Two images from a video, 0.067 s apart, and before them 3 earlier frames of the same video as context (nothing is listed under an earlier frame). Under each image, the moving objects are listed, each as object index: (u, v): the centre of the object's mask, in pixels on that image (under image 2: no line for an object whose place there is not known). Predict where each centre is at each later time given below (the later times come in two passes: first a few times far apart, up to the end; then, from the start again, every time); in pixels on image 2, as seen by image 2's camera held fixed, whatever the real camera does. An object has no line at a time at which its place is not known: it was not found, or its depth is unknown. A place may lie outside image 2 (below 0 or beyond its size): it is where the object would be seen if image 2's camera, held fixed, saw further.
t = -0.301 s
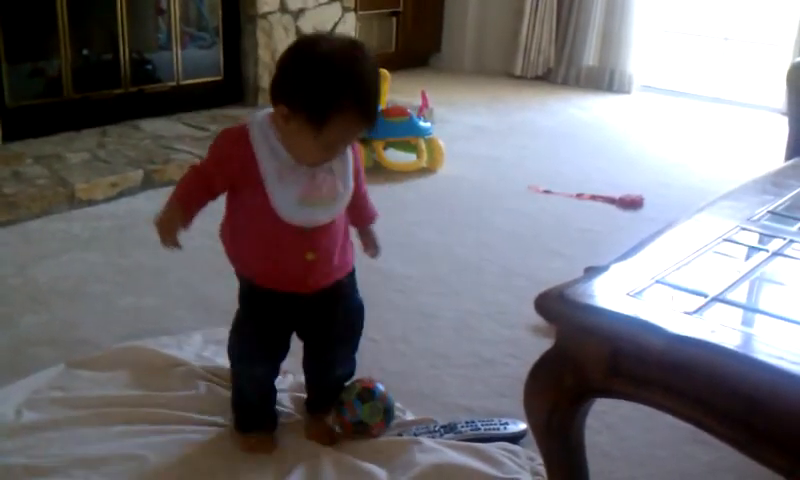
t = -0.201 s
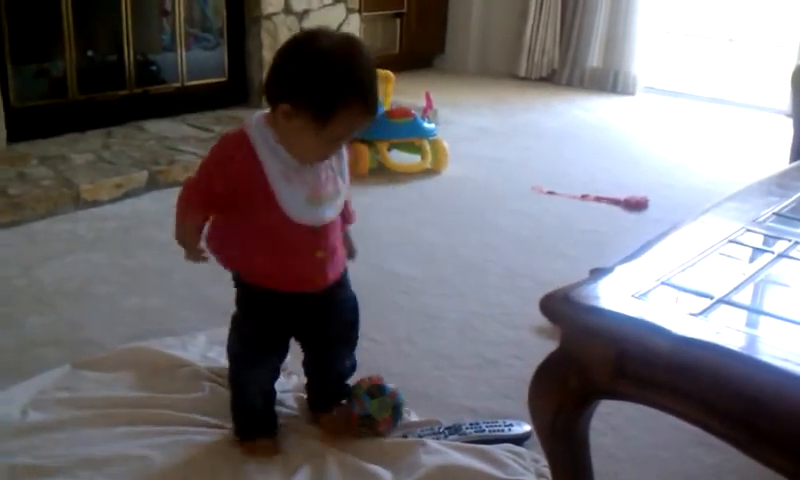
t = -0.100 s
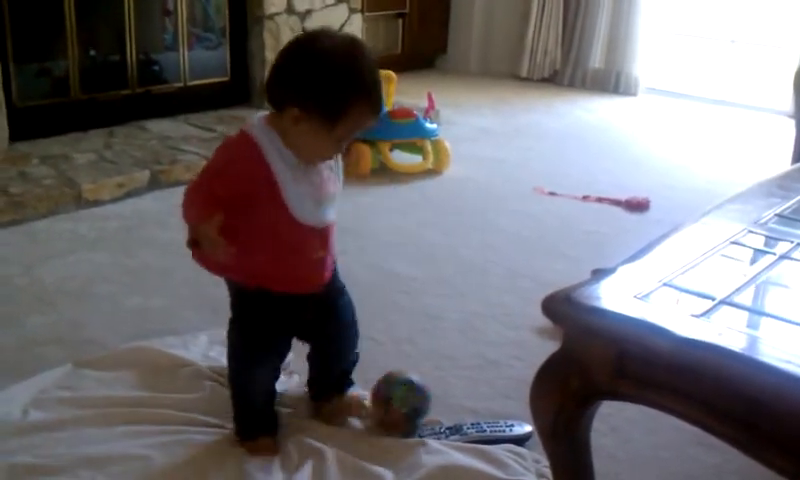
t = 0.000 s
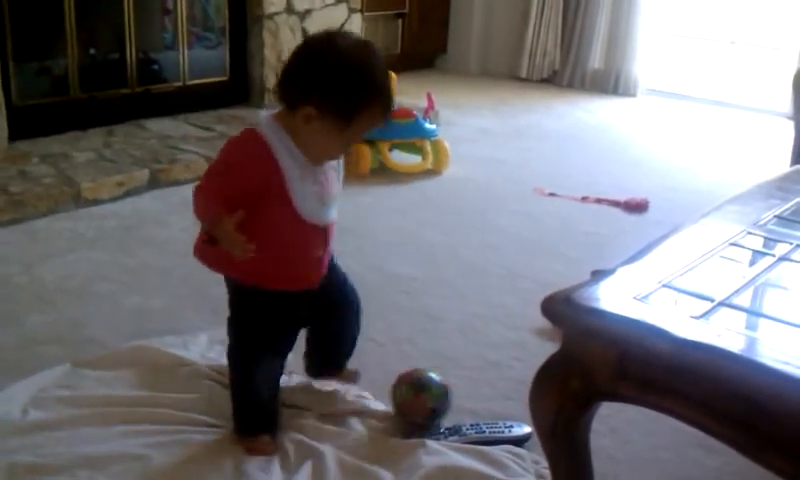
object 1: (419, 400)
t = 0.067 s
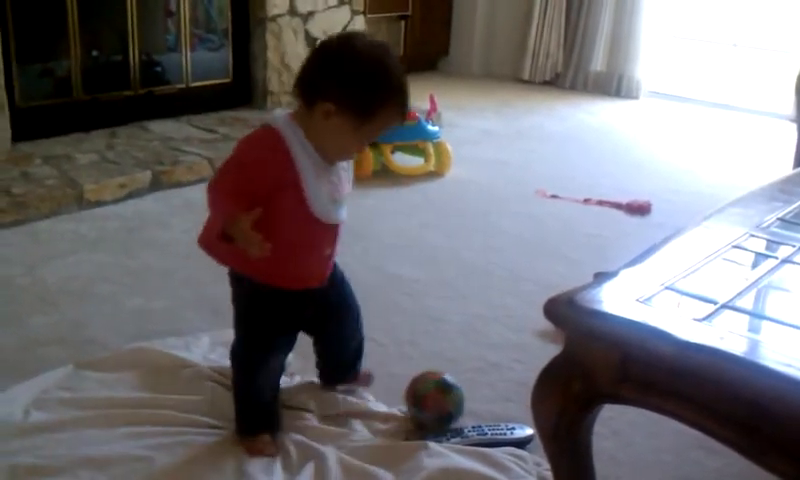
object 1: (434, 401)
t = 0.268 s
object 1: (465, 394)
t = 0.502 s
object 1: (491, 382)
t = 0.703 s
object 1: (500, 374)
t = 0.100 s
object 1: (438, 401)
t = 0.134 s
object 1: (445, 400)
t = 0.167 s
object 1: (450, 399)
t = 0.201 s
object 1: (456, 395)
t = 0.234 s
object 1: (460, 395)
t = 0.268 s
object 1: (465, 394)
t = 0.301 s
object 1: (469, 393)
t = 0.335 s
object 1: (473, 390)
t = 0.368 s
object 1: (477, 387)
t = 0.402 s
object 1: (481, 385)
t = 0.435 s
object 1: (485, 385)
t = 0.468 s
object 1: (488, 383)
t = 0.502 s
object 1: (491, 382)
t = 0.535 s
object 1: (494, 380)
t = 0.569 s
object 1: (496, 379)
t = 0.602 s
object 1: (497, 377)
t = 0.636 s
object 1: (498, 375)
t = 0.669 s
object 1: (499, 375)
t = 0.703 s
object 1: (500, 374)
